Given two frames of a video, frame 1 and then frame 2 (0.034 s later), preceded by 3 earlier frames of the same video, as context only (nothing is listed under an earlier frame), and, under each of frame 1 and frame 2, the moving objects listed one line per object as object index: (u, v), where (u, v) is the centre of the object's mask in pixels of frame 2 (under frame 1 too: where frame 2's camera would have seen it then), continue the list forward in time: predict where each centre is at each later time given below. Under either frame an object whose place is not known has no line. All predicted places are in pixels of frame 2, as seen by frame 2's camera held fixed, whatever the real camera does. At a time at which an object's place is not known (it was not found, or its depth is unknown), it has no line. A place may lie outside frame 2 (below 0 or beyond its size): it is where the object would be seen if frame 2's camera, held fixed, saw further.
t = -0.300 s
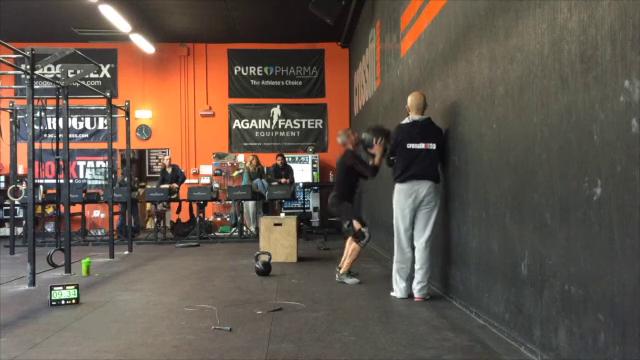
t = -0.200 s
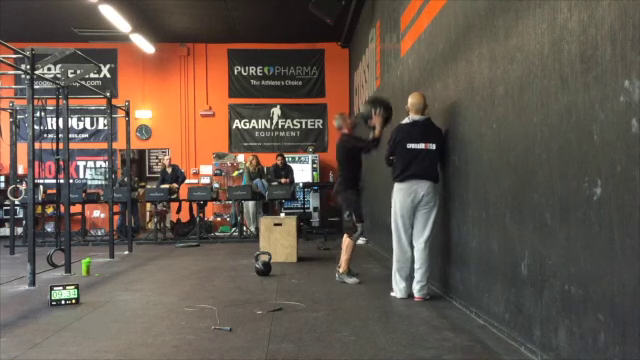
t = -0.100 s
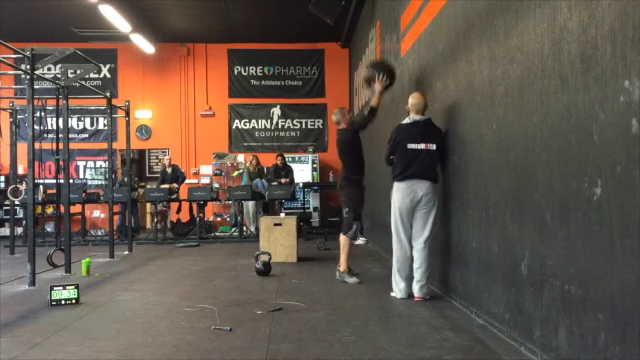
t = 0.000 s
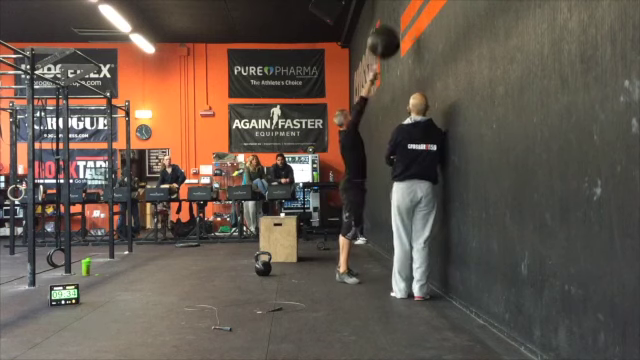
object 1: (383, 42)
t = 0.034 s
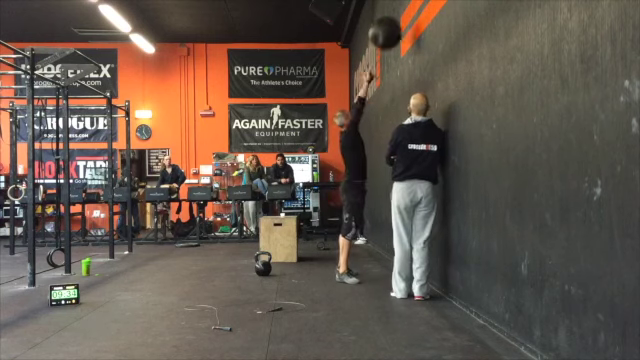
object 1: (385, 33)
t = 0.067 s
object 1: (386, 24)
